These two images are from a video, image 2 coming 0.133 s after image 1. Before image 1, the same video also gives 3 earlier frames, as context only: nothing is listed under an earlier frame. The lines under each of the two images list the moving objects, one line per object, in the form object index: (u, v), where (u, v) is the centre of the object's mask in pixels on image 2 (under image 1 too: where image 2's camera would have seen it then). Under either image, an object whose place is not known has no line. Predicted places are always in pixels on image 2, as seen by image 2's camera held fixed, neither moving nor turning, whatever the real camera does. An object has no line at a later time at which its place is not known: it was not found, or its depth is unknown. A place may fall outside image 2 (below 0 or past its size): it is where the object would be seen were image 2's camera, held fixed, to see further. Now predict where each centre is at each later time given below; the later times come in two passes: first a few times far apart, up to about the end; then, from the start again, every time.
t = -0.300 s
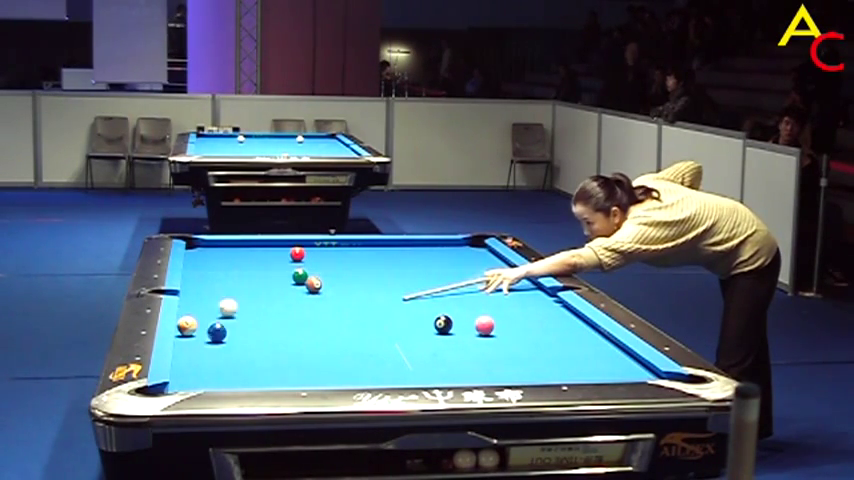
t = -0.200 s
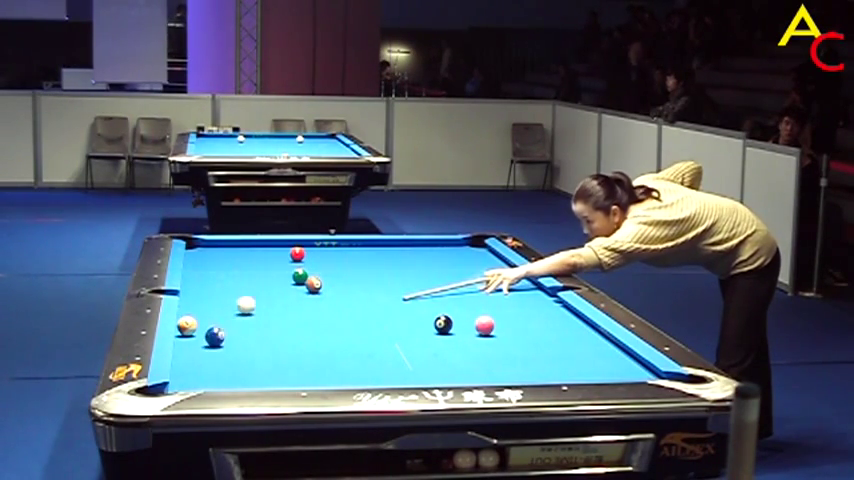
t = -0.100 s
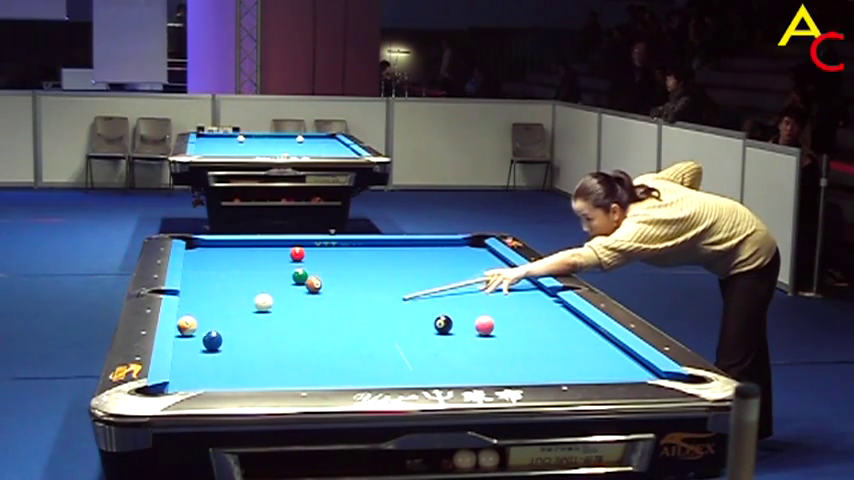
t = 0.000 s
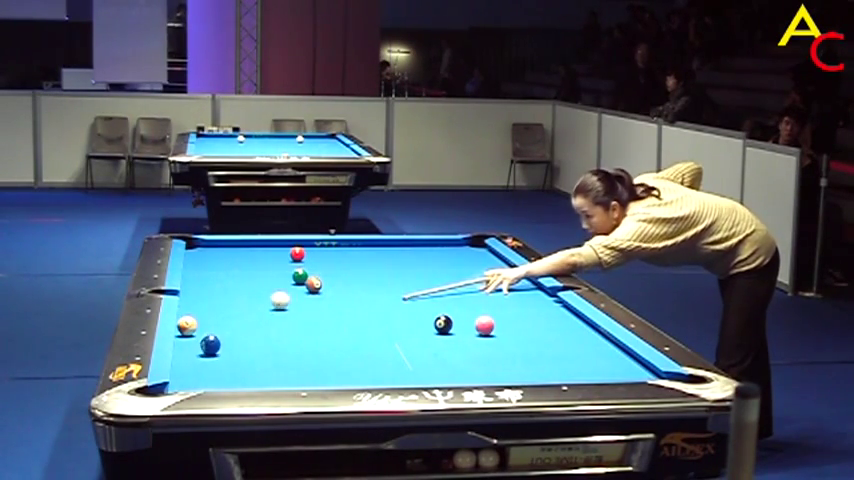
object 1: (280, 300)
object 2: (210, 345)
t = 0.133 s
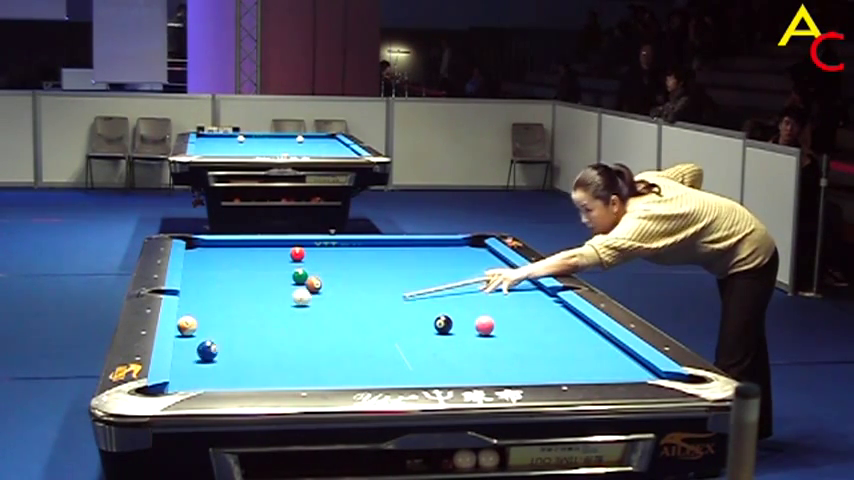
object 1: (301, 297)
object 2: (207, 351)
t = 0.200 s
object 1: (311, 295)
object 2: (205, 353)
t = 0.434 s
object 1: (346, 291)
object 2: (199, 363)
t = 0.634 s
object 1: (374, 286)
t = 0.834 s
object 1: (401, 283)
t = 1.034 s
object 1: (425, 280)
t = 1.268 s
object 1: (452, 276)
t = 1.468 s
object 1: (474, 272)
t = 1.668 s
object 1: (495, 270)
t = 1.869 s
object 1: (509, 268)
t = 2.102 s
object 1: (493, 266)
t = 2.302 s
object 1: (480, 265)
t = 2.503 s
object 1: (467, 264)
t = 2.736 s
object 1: (453, 263)
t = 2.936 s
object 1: (442, 263)
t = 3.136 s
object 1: (432, 262)
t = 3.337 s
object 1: (423, 261)
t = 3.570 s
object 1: (413, 260)
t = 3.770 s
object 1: (405, 260)
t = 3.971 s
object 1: (399, 259)
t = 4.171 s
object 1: (392, 259)
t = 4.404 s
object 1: (386, 258)
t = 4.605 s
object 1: (381, 258)
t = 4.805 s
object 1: (377, 258)
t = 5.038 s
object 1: (374, 258)
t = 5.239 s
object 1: (371, 257)
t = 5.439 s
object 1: (369, 257)
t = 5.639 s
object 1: (368, 257)
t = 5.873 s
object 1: (368, 257)
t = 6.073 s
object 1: (368, 257)
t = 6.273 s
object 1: (368, 257)
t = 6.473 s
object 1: (368, 257)
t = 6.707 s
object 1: (368, 257)
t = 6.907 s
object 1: (368, 257)
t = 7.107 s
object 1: (368, 257)
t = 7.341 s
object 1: (368, 257)
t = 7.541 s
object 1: (368, 257)
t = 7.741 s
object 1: (368, 257)
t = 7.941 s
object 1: (368, 257)
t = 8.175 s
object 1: (369, 257)
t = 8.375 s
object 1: (368, 257)
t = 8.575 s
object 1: (368, 257)
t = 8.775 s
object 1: (368, 257)
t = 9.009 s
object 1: (368, 257)
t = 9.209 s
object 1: (368, 257)
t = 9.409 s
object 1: (368, 257)
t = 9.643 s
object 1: (369, 257)
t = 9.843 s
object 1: (368, 257)
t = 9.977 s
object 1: (368, 257)
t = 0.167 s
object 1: (306, 296)
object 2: (206, 352)
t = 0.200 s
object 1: (311, 295)
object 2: (205, 353)
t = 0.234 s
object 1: (317, 295)
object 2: (205, 355)
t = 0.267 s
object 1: (322, 294)
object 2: (204, 356)
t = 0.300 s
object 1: (327, 293)
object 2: (203, 358)
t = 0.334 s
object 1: (332, 292)
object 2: (202, 359)
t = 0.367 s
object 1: (337, 292)
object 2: (201, 361)
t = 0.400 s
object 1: (342, 291)
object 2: (200, 362)
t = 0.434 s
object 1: (346, 291)
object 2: (199, 363)
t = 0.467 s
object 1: (351, 290)
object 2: (198, 365)
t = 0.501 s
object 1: (356, 289)
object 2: (198, 367)
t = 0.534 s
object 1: (361, 289)
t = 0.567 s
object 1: (365, 288)
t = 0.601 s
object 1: (370, 287)
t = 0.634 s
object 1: (374, 286)
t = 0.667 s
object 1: (379, 286)
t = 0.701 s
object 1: (384, 285)
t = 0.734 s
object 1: (388, 285)
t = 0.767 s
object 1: (392, 284)
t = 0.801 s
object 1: (396, 283)
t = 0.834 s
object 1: (401, 283)
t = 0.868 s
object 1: (405, 283)
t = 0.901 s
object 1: (409, 282)
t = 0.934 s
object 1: (413, 281)
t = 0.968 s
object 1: (417, 281)
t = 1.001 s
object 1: (421, 280)
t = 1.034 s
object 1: (425, 280)
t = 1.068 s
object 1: (429, 279)
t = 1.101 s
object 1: (433, 278)
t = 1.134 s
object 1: (437, 278)
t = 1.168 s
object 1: (441, 277)
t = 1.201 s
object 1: (445, 277)
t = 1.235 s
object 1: (449, 276)
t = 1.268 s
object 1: (452, 276)
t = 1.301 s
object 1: (456, 275)
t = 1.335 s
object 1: (460, 275)
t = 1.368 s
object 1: (463, 274)
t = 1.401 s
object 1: (467, 274)
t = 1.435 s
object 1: (471, 273)
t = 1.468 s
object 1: (474, 272)
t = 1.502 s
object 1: (478, 272)
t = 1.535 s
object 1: (481, 272)
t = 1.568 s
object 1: (485, 271)
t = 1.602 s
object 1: (488, 271)
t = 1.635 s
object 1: (492, 270)
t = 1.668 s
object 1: (495, 270)
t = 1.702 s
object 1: (498, 270)
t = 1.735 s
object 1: (501, 269)
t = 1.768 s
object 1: (504, 268)
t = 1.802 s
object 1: (508, 268)
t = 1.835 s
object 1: (510, 268)
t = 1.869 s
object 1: (509, 268)
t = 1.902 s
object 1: (507, 267)
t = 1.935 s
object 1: (504, 267)
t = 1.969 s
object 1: (502, 267)
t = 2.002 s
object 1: (500, 267)
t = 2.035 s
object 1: (497, 266)
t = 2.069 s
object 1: (495, 266)
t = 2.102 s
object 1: (493, 266)
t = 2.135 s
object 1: (490, 266)
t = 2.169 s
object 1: (488, 266)
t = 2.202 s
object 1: (486, 266)
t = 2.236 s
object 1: (484, 266)
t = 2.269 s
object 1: (482, 265)
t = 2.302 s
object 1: (480, 265)
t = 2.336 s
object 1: (477, 265)
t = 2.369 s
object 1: (476, 265)
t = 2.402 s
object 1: (473, 265)
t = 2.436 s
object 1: (471, 265)
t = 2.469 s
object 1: (470, 264)
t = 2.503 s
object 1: (467, 264)
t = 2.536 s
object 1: (465, 264)
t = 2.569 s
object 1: (463, 264)
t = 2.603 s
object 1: (461, 264)
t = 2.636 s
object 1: (459, 264)
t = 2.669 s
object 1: (457, 264)
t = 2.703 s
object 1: (455, 263)
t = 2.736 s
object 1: (453, 263)
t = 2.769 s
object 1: (451, 263)
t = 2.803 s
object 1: (450, 263)
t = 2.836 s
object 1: (448, 263)
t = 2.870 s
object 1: (446, 263)
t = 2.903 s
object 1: (444, 263)
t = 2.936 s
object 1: (442, 263)
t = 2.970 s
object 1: (441, 263)
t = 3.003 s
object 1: (439, 262)
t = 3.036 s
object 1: (438, 263)
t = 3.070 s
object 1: (436, 262)
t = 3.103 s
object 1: (434, 262)
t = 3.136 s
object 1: (432, 262)
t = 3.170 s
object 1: (431, 262)
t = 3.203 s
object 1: (429, 262)
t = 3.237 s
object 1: (427, 262)
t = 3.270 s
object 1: (426, 261)
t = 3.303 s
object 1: (424, 261)
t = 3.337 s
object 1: (423, 261)
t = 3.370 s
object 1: (421, 261)
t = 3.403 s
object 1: (420, 261)
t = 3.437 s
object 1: (418, 261)
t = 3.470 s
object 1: (417, 261)
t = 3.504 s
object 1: (416, 261)
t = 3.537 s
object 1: (414, 261)
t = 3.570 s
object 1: (413, 260)
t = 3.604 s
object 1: (412, 260)
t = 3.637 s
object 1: (410, 260)
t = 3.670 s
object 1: (409, 260)
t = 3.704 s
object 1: (408, 260)
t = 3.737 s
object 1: (407, 260)
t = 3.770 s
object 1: (405, 260)
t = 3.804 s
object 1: (404, 260)
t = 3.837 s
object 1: (403, 260)
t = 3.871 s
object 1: (402, 260)
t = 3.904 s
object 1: (401, 259)
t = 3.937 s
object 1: (400, 259)
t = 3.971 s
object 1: (399, 259)
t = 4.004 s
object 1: (397, 259)
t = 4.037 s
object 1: (397, 259)
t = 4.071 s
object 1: (395, 259)
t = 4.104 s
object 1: (394, 259)
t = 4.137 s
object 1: (393, 259)
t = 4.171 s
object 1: (392, 259)
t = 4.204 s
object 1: (391, 259)
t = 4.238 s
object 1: (390, 258)
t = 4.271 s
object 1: (389, 258)
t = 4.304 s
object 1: (389, 258)
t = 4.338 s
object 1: (388, 258)
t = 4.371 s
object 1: (387, 258)
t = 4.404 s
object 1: (386, 258)
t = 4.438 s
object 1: (385, 258)
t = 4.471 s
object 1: (384, 258)
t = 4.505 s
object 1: (384, 258)
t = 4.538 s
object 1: (383, 258)
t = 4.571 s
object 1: (382, 258)
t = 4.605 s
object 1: (381, 258)
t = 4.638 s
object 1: (381, 258)
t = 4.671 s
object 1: (380, 258)
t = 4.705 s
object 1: (379, 258)
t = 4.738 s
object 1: (379, 258)
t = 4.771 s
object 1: (378, 258)
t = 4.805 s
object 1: (377, 258)
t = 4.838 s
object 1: (377, 258)
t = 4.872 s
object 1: (376, 258)
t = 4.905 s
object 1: (376, 258)
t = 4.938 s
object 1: (375, 258)
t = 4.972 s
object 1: (374, 258)
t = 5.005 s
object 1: (374, 258)
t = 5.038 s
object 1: (374, 258)
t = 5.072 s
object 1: (373, 258)
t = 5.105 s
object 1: (373, 258)
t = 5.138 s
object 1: (372, 257)
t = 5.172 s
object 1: (372, 257)
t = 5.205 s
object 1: (371, 257)
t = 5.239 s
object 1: (371, 257)
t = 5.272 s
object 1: (371, 257)
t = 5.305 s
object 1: (370, 257)
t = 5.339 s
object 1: (370, 257)
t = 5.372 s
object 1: (370, 257)
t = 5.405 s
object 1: (369, 257)
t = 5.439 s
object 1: (369, 257)
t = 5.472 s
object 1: (369, 257)
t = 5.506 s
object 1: (369, 257)
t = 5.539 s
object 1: (369, 257)
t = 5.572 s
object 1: (369, 257)
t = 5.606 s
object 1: (368, 257)
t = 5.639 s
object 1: (368, 257)
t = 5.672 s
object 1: (368, 257)
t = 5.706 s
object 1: (368, 257)
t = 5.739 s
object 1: (368, 257)
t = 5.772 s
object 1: (368, 257)
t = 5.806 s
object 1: (368, 257)
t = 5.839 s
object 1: (368, 257)
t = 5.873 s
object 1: (368, 257)
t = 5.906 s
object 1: (368, 257)
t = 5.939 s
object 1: (368, 257)
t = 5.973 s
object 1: (368, 257)
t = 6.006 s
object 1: (368, 257)
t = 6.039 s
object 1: (368, 257)
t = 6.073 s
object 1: (368, 257)
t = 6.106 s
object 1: (368, 257)
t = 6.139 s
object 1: (368, 257)
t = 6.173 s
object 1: (368, 257)
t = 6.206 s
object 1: (368, 257)
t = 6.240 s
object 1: (368, 257)
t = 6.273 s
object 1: (368, 257)
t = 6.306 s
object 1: (368, 257)
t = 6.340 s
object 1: (368, 257)
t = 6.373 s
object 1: (368, 257)
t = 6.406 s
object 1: (368, 257)
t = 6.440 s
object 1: (369, 257)
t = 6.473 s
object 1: (368, 257)
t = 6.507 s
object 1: (368, 257)
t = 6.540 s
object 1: (368, 257)
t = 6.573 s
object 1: (368, 257)
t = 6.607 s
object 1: (368, 257)
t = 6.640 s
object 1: (368, 257)
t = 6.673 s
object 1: (368, 257)
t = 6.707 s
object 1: (368, 257)
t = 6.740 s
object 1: (368, 257)
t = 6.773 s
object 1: (368, 257)
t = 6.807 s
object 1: (368, 257)
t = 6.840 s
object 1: (368, 257)
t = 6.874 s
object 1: (368, 257)
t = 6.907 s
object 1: (368, 257)
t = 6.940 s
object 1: (368, 257)
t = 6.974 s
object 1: (368, 257)
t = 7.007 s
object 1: (368, 257)
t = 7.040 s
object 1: (368, 257)
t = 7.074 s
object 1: (368, 257)
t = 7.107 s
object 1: (368, 257)
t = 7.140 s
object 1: (368, 257)
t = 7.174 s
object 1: (368, 257)
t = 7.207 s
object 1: (368, 257)
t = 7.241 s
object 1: (368, 257)
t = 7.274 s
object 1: (368, 257)
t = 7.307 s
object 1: (368, 257)
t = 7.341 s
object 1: (368, 257)
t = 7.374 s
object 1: (368, 257)
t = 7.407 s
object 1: (368, 257)
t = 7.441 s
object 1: (368, 257)
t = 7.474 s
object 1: (368, 257)
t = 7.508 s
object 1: (368, 257)
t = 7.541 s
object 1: (368, 257)
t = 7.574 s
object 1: (368, 257)
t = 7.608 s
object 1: (368, 257)
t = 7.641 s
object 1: (368, 257)
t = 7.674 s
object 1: (368, 257)
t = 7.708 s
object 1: (368, 257)
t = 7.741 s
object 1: (368, 257)
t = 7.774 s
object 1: (368, 257)
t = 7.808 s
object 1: (368, 257)
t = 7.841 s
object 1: (368, 257)
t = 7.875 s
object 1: (368, 257)
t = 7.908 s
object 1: (368, 257)
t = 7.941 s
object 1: (368, 257)
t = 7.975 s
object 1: (368, 257)
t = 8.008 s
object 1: (368, 257)
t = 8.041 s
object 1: (368, 257)
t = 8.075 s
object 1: (368, 257)
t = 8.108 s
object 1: (368, 257)
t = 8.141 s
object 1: (368, 257)
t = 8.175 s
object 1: (369, 257)
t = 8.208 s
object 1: (368, 257)
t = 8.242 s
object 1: (368, 257)
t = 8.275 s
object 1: (368, 257)
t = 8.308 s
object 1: (368, 257)
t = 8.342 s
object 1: (368, 257)
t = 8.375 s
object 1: (368, 257)
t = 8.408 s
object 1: (368, 257)
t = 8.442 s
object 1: (368, 257)
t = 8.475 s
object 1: (368, 257)
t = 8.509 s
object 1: (368, 257)
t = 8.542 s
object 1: (368, 257)
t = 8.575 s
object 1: (368, 257)
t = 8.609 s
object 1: (368, 257)
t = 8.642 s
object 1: (368, 257)
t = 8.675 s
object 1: (368, 257)
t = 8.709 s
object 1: (368, 257)
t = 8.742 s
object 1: (368, 257)
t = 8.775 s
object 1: (368, 257)
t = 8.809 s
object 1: (368, 257)
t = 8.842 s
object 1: (368, 257)
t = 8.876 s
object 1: (368, 257)
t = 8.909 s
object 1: (368, 257)
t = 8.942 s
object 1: (368, 257)
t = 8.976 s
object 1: (368, 257)
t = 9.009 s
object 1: (368, 257)
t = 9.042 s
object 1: (368, 257)
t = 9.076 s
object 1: (368, 257)
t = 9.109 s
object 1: (368, 257)
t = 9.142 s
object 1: (368, 257)
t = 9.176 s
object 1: (368, 257)
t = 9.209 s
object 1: (368, 257)
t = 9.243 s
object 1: (368, 257)
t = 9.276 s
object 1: (368, 257)
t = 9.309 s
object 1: (368, 257)
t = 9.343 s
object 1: (368, 257)
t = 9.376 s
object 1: (368, 257)
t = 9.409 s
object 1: (368, 257)
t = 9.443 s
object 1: (368, 257)
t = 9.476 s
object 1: (368, 257)
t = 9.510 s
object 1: (368, 257)
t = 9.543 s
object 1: (368, 257)
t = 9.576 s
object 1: (368, 257)
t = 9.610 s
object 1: (368, 257)
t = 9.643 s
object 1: (369, 257)
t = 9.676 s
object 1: (368, 257)
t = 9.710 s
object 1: (368, 257)
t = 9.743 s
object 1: (368, 257)
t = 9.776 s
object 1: (368, 257)
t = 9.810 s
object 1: (368, 257)
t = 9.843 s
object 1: (368, 257)
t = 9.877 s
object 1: (368, 257)
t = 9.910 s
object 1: (368, 257)
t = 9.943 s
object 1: (368, 257)
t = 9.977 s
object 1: (368, 257)
